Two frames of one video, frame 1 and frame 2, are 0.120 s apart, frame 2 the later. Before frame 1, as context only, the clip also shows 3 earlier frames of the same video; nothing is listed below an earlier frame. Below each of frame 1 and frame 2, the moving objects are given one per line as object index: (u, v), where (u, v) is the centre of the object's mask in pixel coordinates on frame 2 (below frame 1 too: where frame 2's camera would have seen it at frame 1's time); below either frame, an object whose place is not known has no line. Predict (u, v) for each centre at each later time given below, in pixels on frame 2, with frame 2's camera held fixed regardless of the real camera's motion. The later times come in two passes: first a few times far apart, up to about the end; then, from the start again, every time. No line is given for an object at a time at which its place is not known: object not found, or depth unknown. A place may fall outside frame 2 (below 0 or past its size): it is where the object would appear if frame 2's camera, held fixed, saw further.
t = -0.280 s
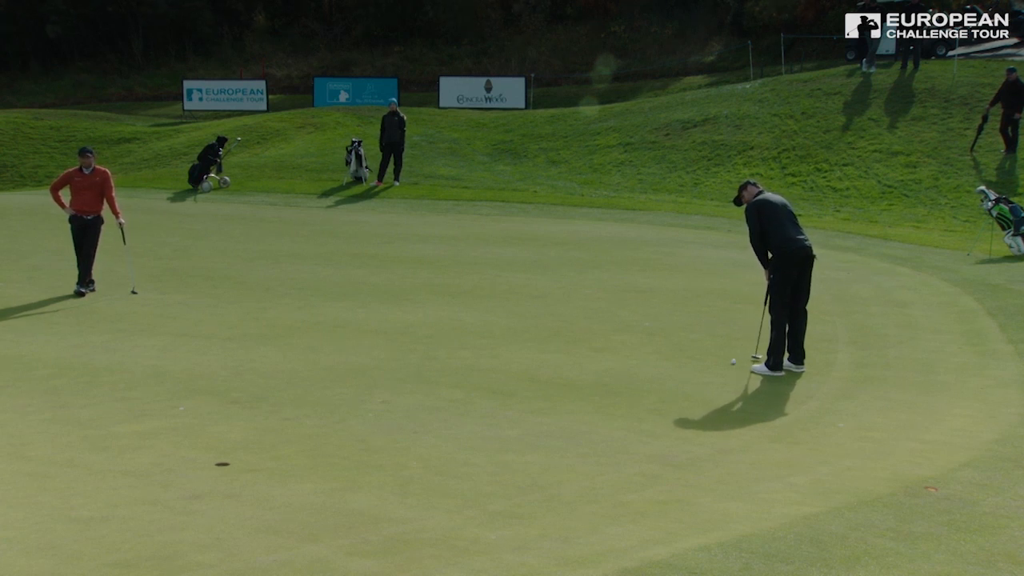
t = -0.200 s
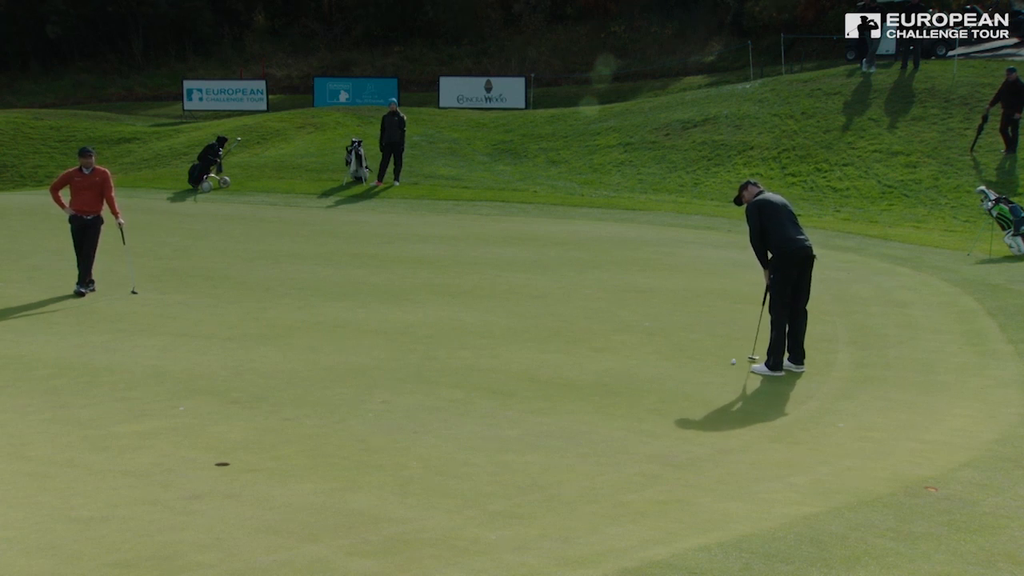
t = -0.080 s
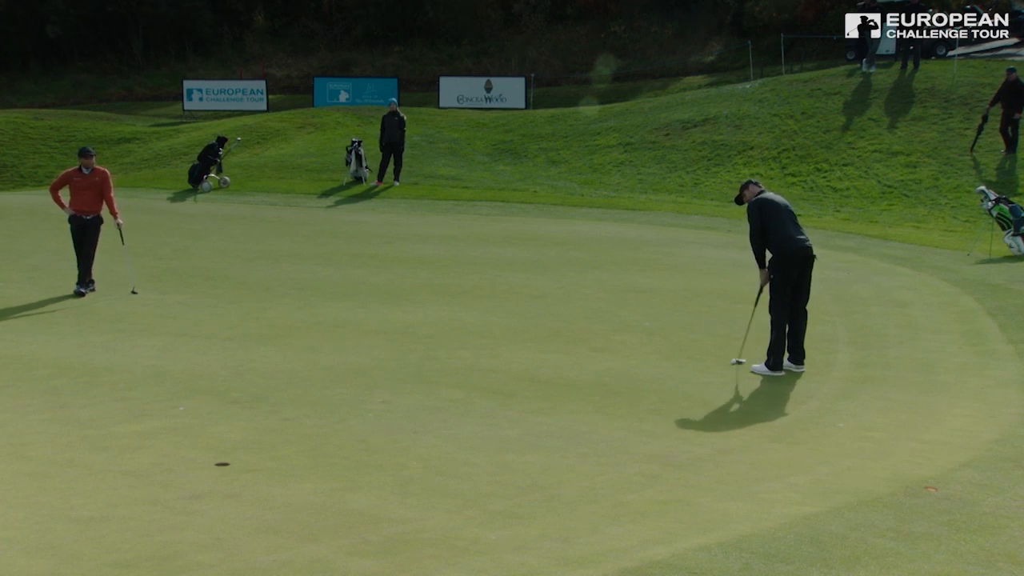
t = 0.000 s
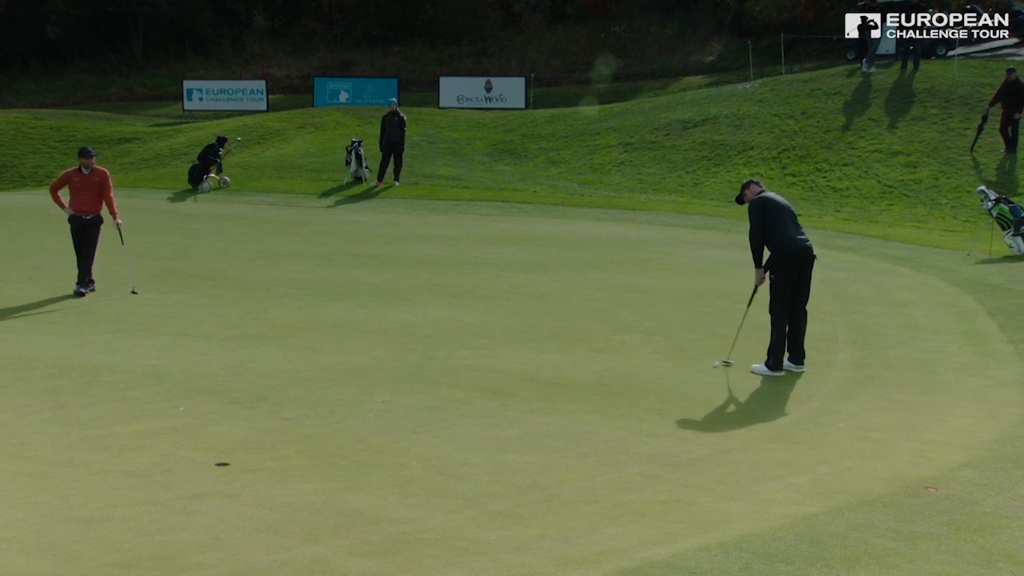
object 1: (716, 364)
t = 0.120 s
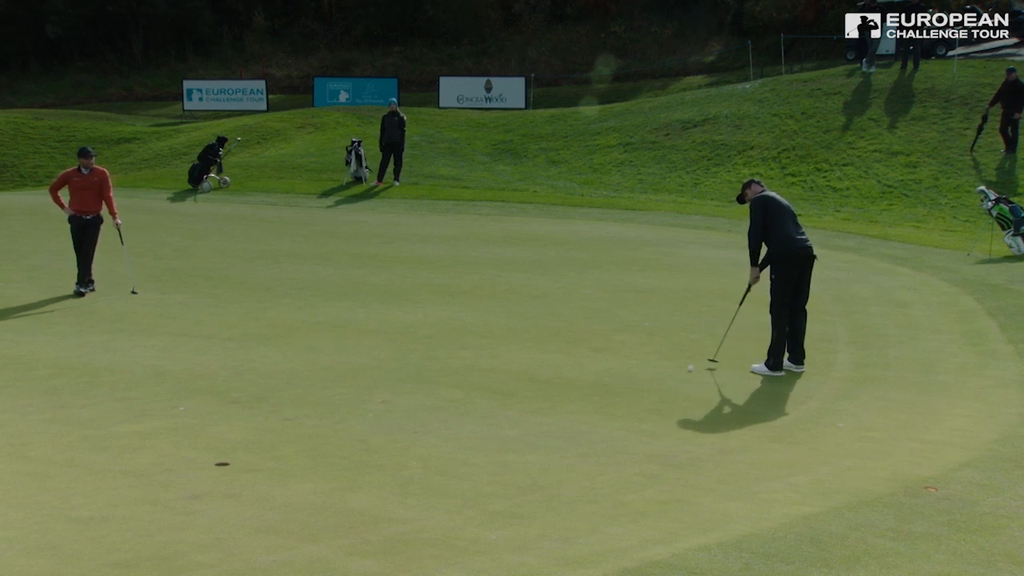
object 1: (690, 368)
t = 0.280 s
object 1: (658, 374)
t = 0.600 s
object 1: (597, 385)
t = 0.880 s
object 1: (546, 393)
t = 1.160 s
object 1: (496, 402)
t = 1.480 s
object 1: (442, 411)
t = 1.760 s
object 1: (398, 419)
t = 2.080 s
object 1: (351, 427)
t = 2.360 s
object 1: (315, 434)
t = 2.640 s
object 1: (284, 442)
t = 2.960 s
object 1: (254, 449)
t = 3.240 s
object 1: (232, 456)
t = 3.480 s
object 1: (219, 460)
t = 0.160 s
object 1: (681, 370)
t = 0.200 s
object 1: (673, 372)
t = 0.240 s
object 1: (666, 373)
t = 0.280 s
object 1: (658, 374)
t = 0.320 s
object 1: (651, 375)
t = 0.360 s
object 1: (642, 377)
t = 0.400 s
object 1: (635, 378)
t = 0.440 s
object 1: (628, 379)
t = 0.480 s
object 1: (620, 380)
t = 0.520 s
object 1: (612, 381)
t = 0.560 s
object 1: (605, 383)
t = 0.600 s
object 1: (597, 385)
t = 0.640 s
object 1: (590, 386)
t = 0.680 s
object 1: (582, 387)
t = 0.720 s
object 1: (575, 389)
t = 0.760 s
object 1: (568, 390)
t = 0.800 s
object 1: (560, 391)
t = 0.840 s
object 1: (553, 392)
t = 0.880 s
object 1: (546, 393)
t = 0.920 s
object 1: (539, 395)
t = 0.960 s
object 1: (531, 396)
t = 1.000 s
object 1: (524, 397)
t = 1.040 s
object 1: (517, 398)
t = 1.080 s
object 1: (510, 400)
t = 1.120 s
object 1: (503, 401)
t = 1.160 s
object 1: (496, 402)
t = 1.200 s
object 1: (489, 403)
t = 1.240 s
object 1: (482, 405)
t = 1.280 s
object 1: (475, 405)
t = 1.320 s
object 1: (468, 407)
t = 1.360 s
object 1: (462, 407)
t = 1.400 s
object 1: (455, 408)
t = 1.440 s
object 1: (449, 410)
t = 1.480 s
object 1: (442, 411)
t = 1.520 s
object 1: (435, 412)
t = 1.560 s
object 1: (429, 413)
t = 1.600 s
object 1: (423, 414)
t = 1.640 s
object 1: (416, 416)
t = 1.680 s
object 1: (410, 417)
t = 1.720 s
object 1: (404, 418)
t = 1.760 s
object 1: (398, 419)
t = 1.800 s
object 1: (392, 420)
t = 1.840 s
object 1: (386, 421)
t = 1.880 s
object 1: (380, 422)
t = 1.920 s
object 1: (374, 423)
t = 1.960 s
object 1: (368, 424)
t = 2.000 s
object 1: (362, 425)
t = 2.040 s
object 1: (357, 426)
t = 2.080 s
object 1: (351, 427)
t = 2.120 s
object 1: (346, 428)
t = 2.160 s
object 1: (341, 429)
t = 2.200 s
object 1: (336, 430)
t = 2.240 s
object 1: (330, 431)
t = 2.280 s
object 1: (325, 432)
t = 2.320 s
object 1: (320, 433)
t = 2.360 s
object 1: (315, 434)
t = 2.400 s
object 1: (311, 435)
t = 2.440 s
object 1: (306, 436)
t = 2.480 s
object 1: (302, 438)
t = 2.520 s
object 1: (297, 439)
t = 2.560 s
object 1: (292, 440)
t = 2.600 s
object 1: (288, 441)
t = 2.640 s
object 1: (284, 442)
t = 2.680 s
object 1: (279, 442)
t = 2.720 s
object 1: (275, 444)
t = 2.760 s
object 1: (272, 445)
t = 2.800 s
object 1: (268, 446)
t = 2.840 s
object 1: (264, 446)
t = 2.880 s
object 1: (260, 447)
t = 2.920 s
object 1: (257, 449)
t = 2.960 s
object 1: (254, 449)
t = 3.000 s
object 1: (250, 450)
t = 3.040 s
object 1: (247, 451)
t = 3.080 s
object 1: (244, 452)
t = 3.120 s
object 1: (240, 453)
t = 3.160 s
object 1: (238, 454)
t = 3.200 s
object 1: (235, 455)
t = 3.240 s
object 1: (232, 456)
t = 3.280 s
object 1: (230, 456)
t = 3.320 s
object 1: (227, 457)
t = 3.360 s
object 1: (225, 458)
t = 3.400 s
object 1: (223, 459)
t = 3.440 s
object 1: (221, 459)
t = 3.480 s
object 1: (219, 460)
